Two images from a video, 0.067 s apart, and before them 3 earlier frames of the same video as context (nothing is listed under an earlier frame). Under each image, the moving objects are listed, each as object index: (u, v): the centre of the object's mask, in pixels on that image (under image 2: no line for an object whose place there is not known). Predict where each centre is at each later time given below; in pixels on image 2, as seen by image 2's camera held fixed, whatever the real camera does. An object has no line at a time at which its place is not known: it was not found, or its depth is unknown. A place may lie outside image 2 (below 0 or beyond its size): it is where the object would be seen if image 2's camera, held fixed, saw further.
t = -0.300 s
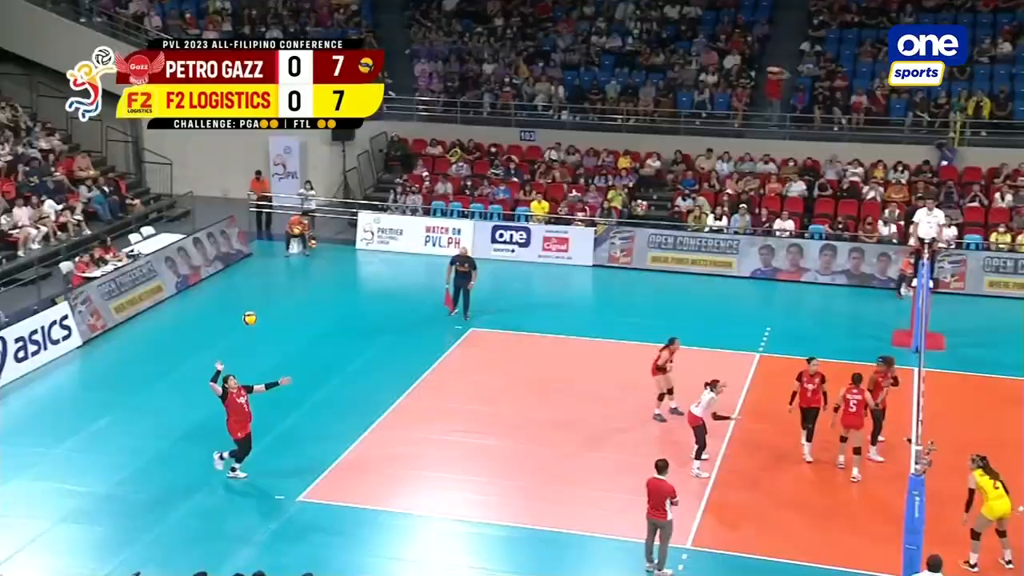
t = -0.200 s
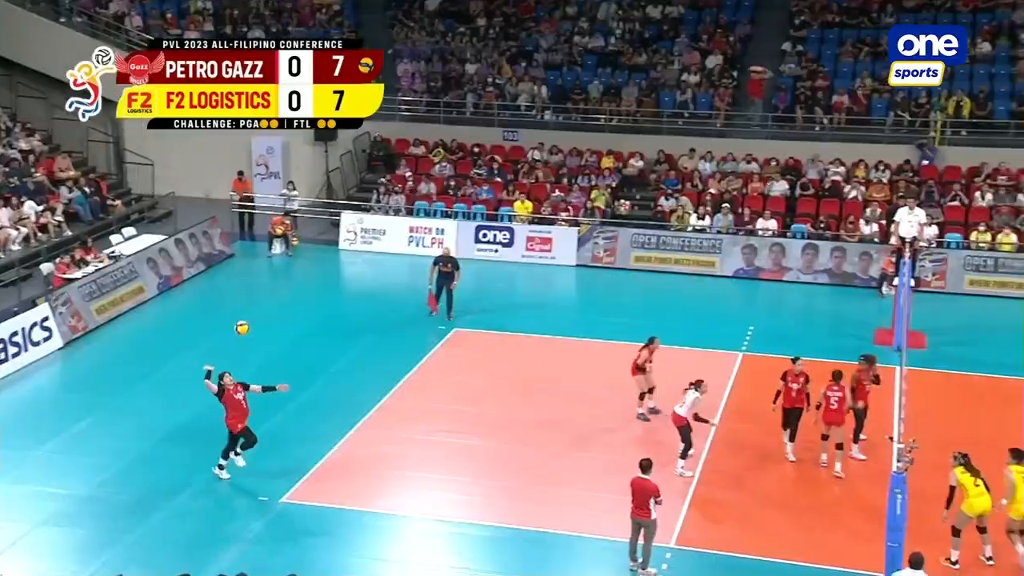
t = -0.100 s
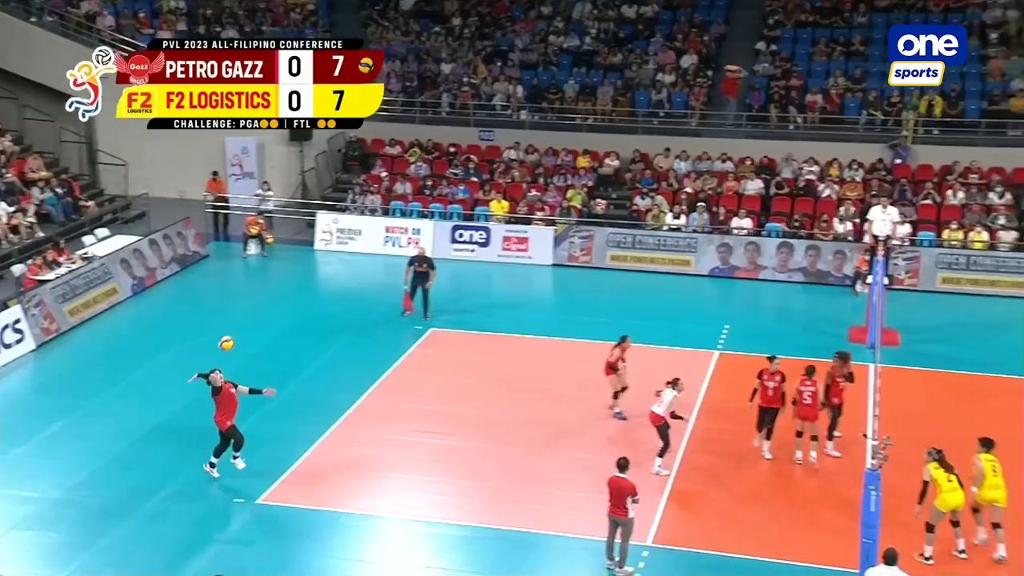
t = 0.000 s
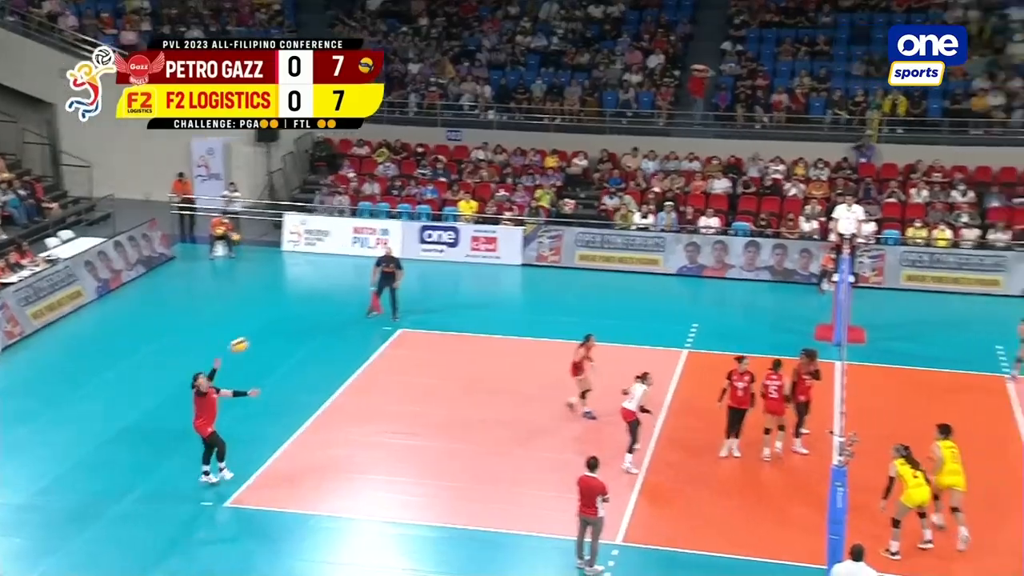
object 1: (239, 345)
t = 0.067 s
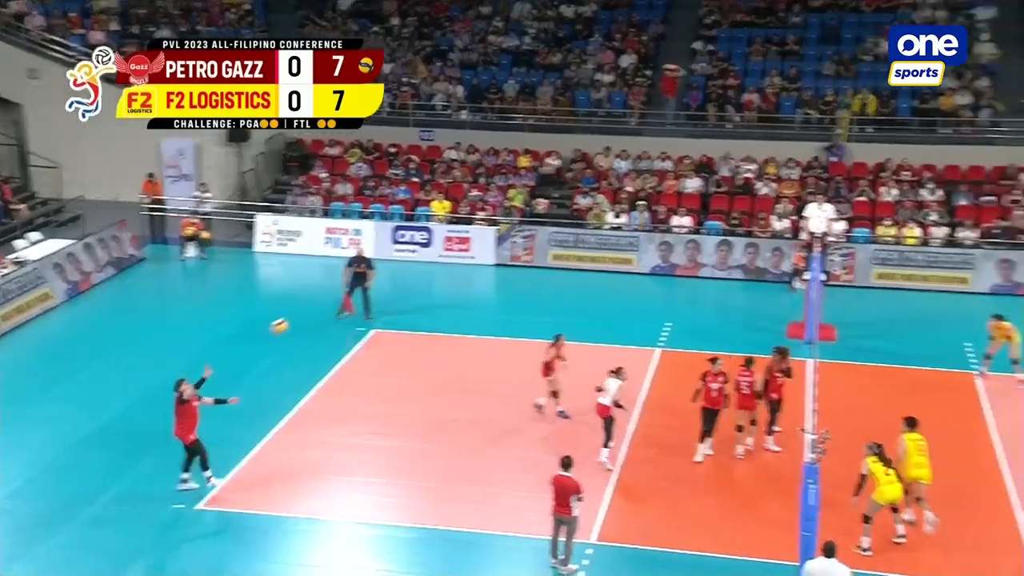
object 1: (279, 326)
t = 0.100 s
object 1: (312, 317)
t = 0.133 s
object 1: (345, 308)
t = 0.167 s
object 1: (377, 299)
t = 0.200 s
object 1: (409, 292)
